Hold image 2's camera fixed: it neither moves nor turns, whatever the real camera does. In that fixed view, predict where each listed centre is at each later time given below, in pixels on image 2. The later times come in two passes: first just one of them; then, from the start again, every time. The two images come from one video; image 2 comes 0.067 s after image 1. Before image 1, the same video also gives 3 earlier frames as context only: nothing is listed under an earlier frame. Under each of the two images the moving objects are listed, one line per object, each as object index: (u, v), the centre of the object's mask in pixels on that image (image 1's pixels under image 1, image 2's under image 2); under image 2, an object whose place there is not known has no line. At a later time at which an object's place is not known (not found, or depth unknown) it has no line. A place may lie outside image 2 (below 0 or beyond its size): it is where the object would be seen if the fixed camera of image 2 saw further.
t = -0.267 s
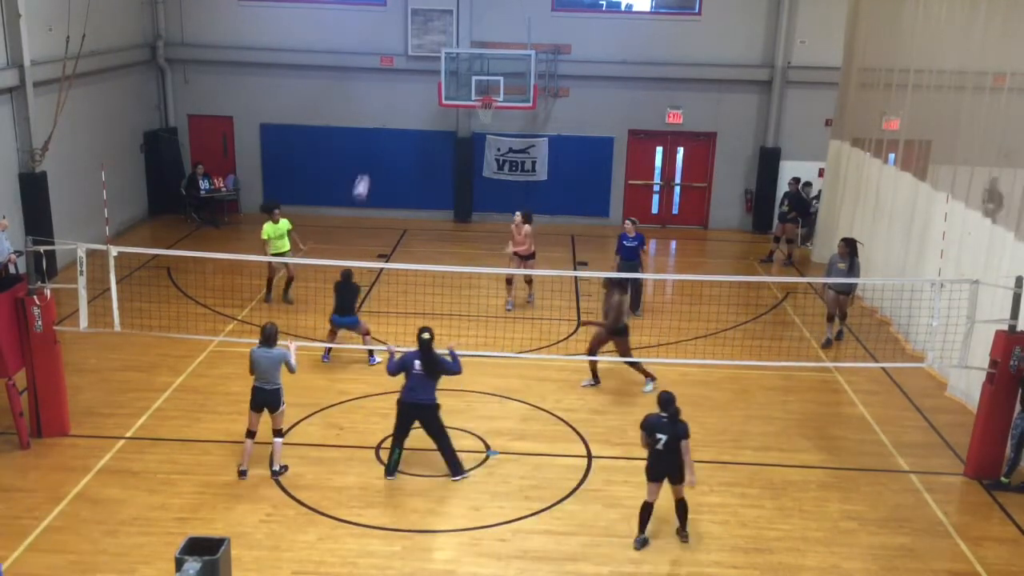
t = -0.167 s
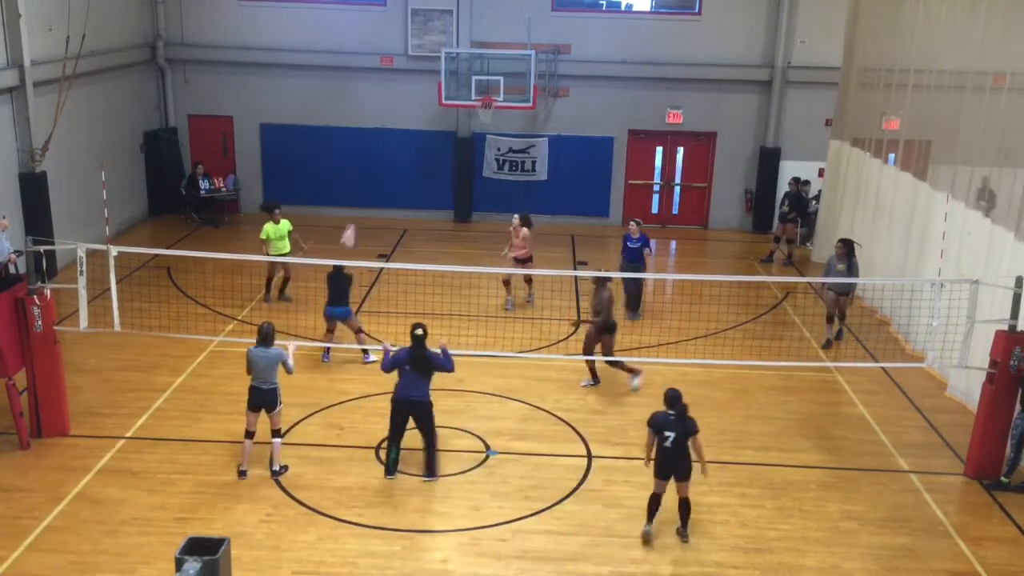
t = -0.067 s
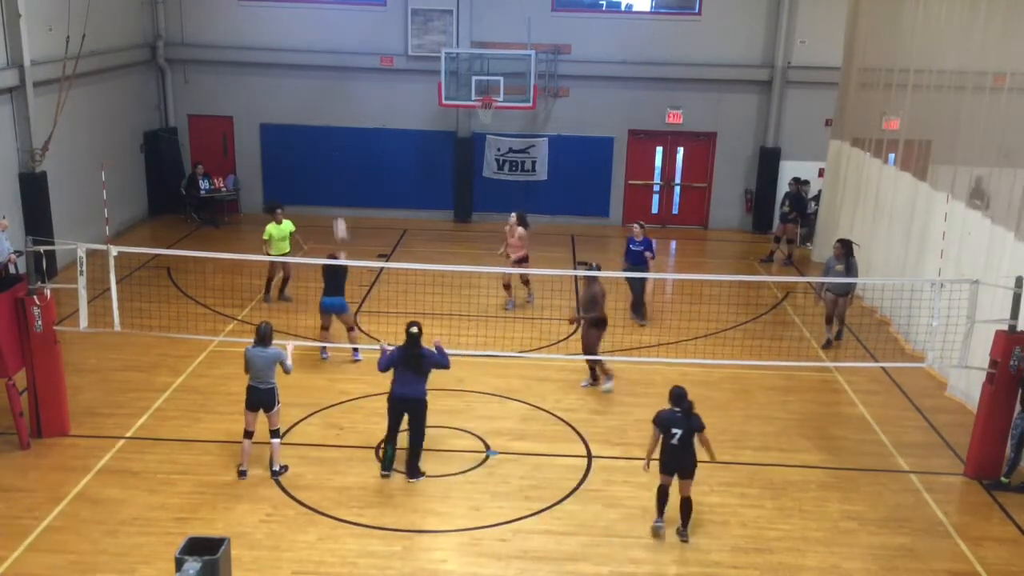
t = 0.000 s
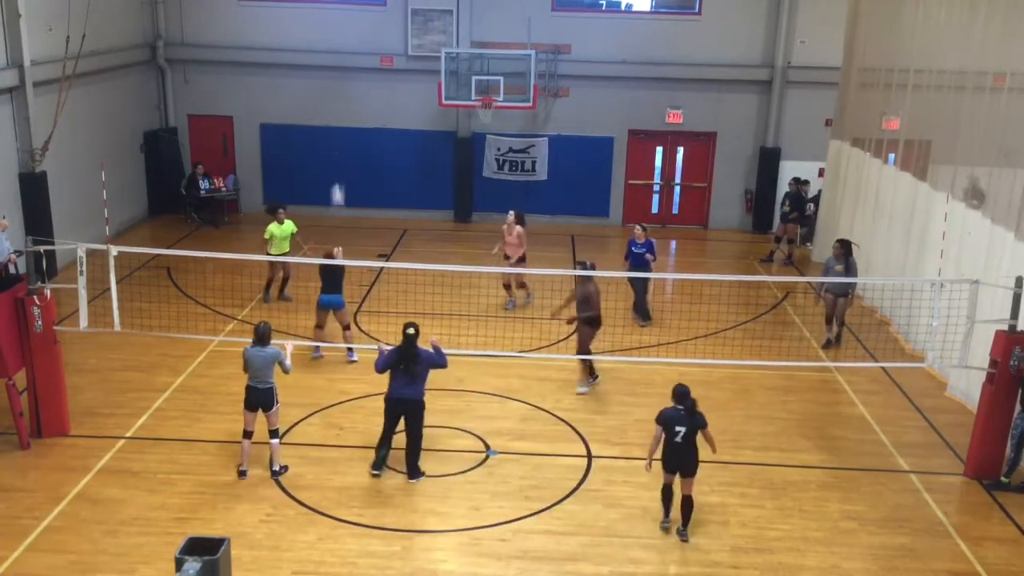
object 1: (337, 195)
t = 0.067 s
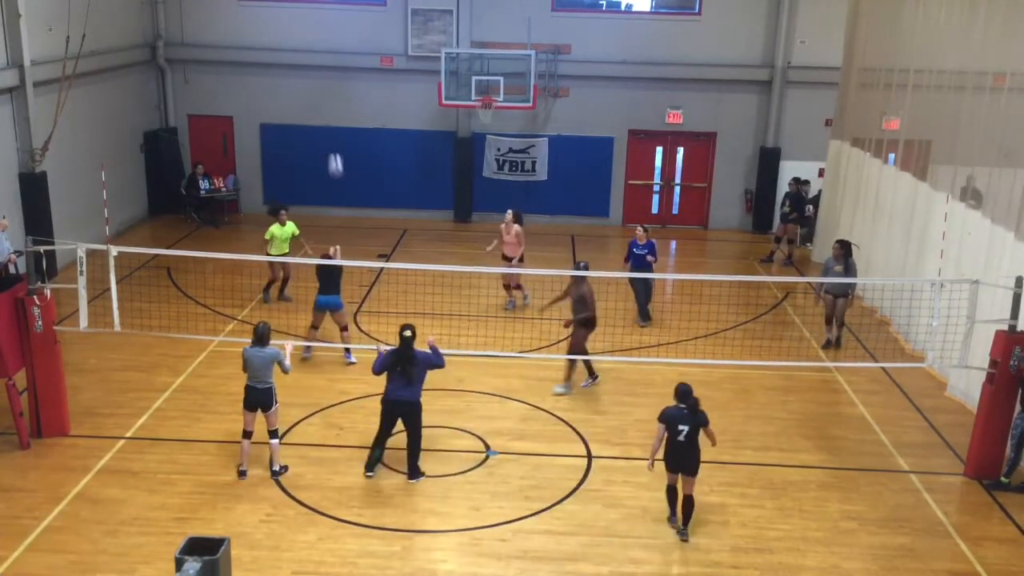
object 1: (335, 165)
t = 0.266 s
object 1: (330, 88)
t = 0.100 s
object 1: (334, 150)
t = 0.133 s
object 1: (333, 136)
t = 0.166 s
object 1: (333, 123)
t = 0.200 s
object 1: (332, 110)
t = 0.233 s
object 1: (331, 99)
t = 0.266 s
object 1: (330, 88)
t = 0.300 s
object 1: (329, 78)
